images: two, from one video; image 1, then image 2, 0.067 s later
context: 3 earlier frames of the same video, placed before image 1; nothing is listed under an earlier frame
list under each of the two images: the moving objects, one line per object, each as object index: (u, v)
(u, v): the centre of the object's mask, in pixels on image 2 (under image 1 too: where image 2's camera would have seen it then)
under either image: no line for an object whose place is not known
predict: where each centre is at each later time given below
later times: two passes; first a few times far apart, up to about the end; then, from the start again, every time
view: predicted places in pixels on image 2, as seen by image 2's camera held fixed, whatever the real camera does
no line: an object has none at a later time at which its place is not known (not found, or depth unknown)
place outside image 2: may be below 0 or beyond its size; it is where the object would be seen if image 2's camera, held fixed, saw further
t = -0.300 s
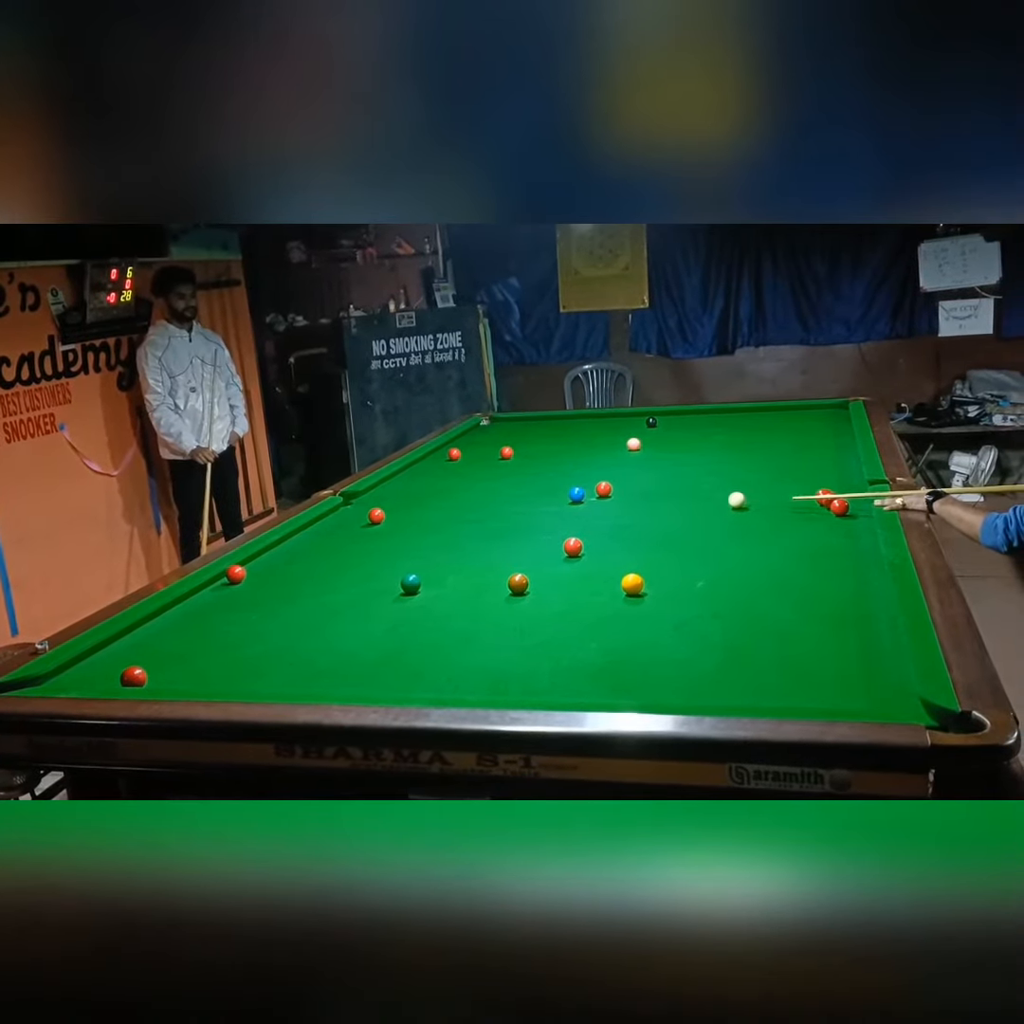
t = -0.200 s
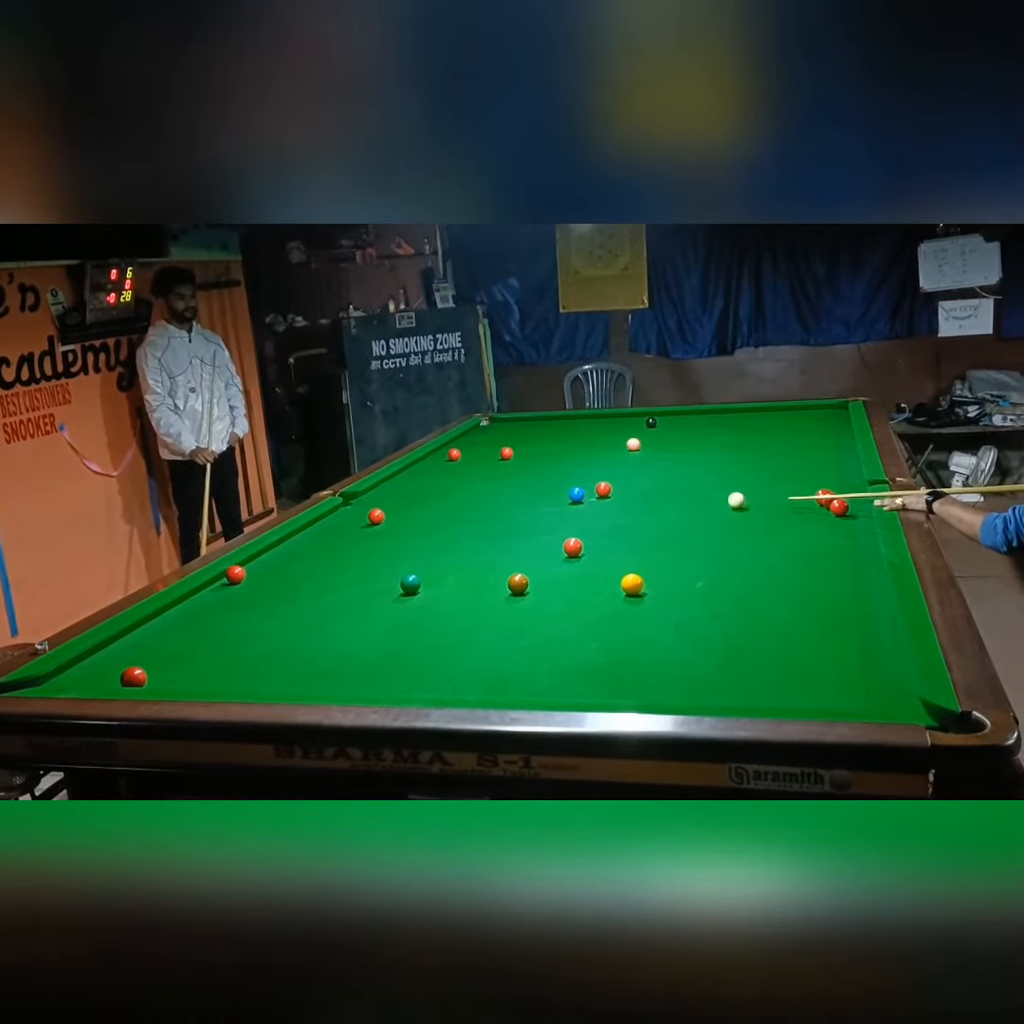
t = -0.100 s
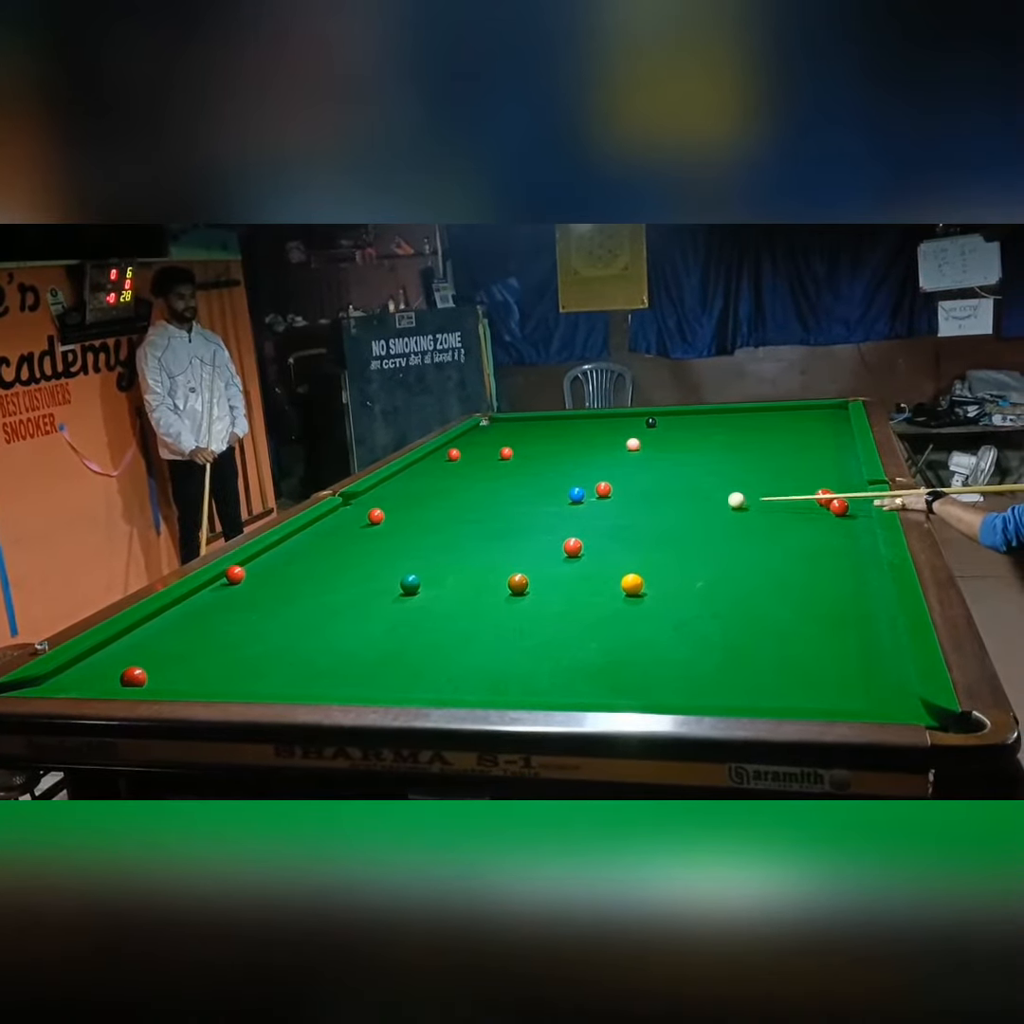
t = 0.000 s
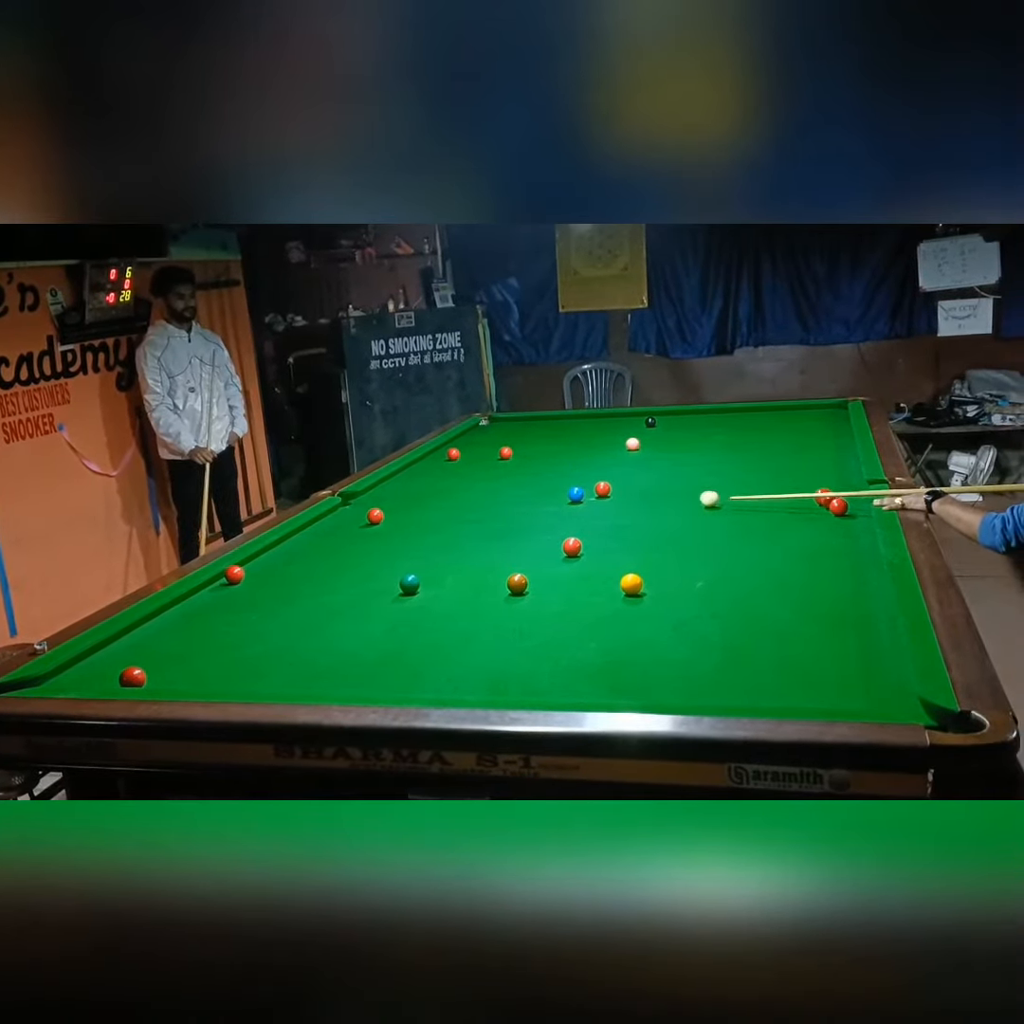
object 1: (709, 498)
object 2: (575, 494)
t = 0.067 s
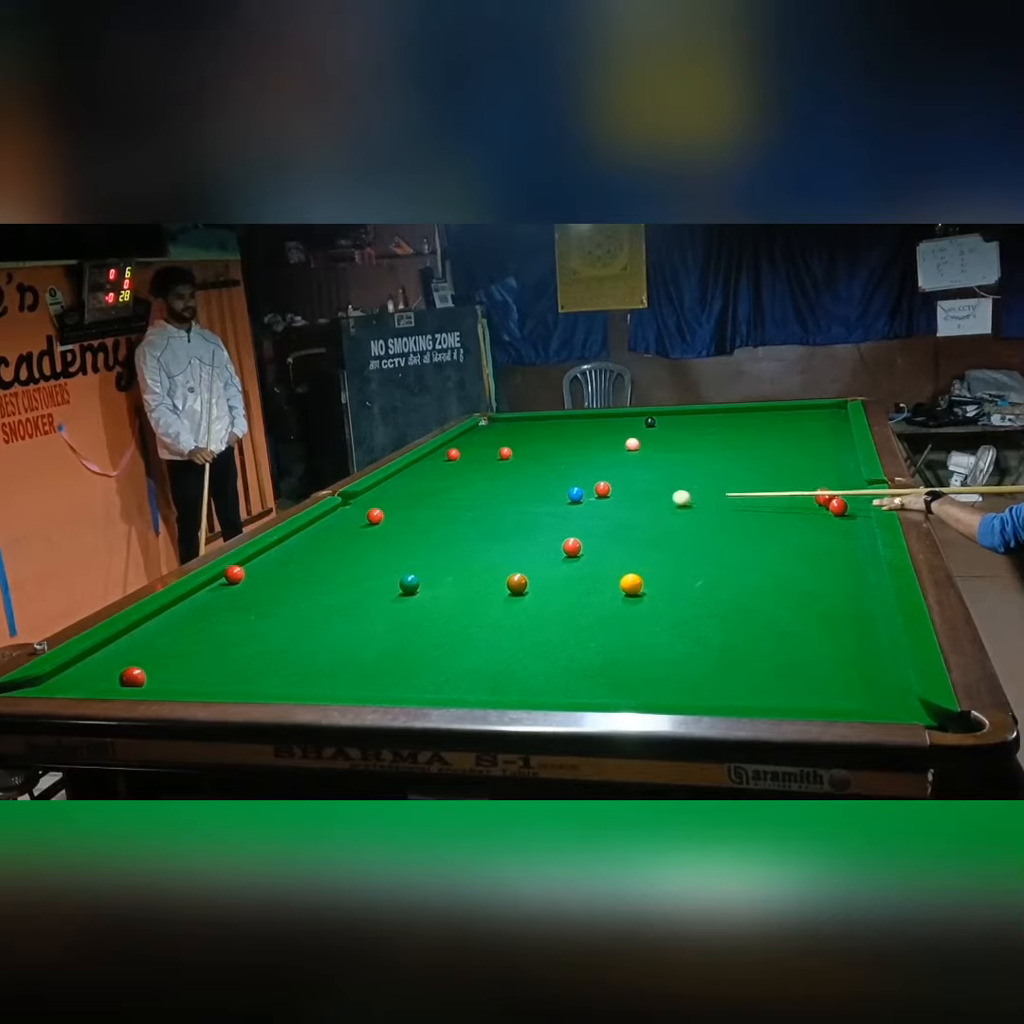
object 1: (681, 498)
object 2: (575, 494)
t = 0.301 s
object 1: (603, 495)
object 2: (575, 494)
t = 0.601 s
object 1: (580, 491)
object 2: (518, 494)
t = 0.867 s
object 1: (568, 488)
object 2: (471, 495)
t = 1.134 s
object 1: (557, 485)
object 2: (428, 495)
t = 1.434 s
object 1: (546, 483)
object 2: (383, 495)
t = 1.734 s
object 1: (537, 481)
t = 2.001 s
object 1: (530, 479)
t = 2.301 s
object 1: (524, 478)
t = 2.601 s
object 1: (519, 477)
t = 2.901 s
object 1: (517, 477)
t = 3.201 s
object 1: (515, 477)
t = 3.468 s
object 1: (515, 477)
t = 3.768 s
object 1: (515, 477)
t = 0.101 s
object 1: (669, 497)
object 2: (575, 494)
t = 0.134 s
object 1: (657, 497)
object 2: (575, 494)
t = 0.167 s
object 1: (646, 496)
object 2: (575, 494)
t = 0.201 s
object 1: (635, 496)
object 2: (575, 494)
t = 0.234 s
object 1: (624, 496)
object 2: (575, 494)
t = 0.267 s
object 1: (614, 495)
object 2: (575, 494)
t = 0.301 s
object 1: (603, 495)
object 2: (575, 494)
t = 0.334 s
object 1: (592, 494)
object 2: (575, 494)
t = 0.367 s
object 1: (590, 494)
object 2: (568, 494)
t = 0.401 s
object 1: (590, 493)
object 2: (558, 495)
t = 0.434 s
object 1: (589, 493)
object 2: (550, 494)
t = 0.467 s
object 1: (587, 492)
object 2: (543, 494)
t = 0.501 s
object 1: (585, 492)
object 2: (537, 494)
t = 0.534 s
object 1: (583, 492)
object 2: (530, 494)
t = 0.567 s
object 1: (582, 492)
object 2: (524, 495)
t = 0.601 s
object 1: (580, 491)
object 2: (518, 494)
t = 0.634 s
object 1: (579, 490)
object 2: (512, 495)
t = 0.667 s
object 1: (577, 490)
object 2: (506, 495)
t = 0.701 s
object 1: (575, 490)
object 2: (500, 495)
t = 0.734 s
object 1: (574, 489)
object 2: (494, 495)
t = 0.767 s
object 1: (572, 489)
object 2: (488, 495)
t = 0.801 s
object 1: (571, 489)
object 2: (482, 495)
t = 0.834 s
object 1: (569, 488)
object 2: (477, 495)
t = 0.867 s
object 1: (568, 488)
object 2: (471, 495)
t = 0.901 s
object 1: (566, 488)
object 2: (465, 495)
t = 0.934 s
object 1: (565, 487)
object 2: (460, 495)
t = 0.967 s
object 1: (563, 487)
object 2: (454, 495)
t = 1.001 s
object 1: (562, 487)
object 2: (449, 495)
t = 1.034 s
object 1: (561, 486)
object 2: (444, 495)
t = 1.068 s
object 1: (559, 486)
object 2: (438, 495)
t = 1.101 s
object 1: (558, 486)
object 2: (433, 495)
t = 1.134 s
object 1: (557, 485)
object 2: (428, 495)
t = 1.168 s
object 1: (556, 485)
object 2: (423, 495)
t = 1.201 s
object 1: (554, 485)
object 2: (418, 495)
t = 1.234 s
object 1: (553, 485)
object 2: (413, 495)
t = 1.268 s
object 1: (552, 484)
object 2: (408, 495)
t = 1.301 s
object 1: (551, 484)
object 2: (403, 495)
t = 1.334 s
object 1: (550, 484)
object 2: (398, 495)
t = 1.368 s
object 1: (549, 483)
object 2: (393, 495)
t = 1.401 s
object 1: (547, 483)
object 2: (388, 495)
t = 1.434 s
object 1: (546, 483)
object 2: (383, 495)
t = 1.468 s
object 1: (545, 482)
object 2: (379, 495)
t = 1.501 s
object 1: (544, 482)
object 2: (374, 495)
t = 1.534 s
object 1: (543, 482)
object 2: (369, 495)
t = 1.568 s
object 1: (542, 482)
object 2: (365, 495)
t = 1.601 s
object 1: (541, 481)
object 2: (360, 495)
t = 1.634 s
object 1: (540, 481)
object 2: (356, 496)
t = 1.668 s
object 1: (539, 481)
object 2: (351, 496)
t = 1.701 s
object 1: (538, 481)
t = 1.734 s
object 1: (537, 481)
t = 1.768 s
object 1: (536, 481)
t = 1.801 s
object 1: (535, 480)
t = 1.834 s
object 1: (535, 480)
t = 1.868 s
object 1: (534, 480)
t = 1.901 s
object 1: (533, 480)
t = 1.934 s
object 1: (532, 480)
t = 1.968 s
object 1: (531, 480)
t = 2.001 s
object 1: (530, 479)
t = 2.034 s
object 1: (530, 479)
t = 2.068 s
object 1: (529, 479)
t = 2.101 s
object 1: (528, 479)
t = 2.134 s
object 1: (528, 479)
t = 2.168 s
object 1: (527, 479)
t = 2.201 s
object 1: (526, 479)
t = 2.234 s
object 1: (526, 479)
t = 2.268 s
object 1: (525, 478)
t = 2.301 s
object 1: (524, 478)
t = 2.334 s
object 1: (524, 478)
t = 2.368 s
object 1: (523, 478)
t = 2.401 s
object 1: (522, 478)
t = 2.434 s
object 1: (522, 478)
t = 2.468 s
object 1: (521, 478)
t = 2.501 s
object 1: (521, 478)
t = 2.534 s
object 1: (520, 477)
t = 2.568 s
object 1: (520, 478)
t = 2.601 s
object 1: (519, 477)
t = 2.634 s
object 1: (519, 477)
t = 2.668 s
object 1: (519, 477)
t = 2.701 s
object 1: (518, 477)
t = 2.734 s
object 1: (518, 477)
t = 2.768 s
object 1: (518, 477)
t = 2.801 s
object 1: (518, 477)
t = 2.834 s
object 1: (517, 477)
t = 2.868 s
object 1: (517, 477)
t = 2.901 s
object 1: (517, 477)
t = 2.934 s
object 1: (516, 477)
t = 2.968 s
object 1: (516, 477)
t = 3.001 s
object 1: (516, 477)
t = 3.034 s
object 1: (515, 477)
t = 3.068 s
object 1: (515, 477)
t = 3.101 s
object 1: (515, 477)
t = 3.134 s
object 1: (515, 477)
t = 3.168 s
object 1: (515, 477)
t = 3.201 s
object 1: (515, 477)
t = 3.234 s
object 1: (515, 477)
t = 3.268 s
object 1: (515, 477)
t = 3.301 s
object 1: (515, 477)
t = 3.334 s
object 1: (515, 477)
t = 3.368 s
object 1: (515, 477)
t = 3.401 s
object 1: (515, 477)
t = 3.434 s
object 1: (515, 477)
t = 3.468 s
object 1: (515, 477)
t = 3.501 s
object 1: (515, 477)
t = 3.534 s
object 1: (515, 477)
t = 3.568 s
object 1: (515, 477)
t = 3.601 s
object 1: (515, 477)
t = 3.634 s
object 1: (515, 477)
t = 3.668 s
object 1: (515, 477)
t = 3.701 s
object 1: (515, 477)
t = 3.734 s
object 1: (515, 477)
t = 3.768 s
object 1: (515, 477)
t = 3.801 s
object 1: (515, 477)
